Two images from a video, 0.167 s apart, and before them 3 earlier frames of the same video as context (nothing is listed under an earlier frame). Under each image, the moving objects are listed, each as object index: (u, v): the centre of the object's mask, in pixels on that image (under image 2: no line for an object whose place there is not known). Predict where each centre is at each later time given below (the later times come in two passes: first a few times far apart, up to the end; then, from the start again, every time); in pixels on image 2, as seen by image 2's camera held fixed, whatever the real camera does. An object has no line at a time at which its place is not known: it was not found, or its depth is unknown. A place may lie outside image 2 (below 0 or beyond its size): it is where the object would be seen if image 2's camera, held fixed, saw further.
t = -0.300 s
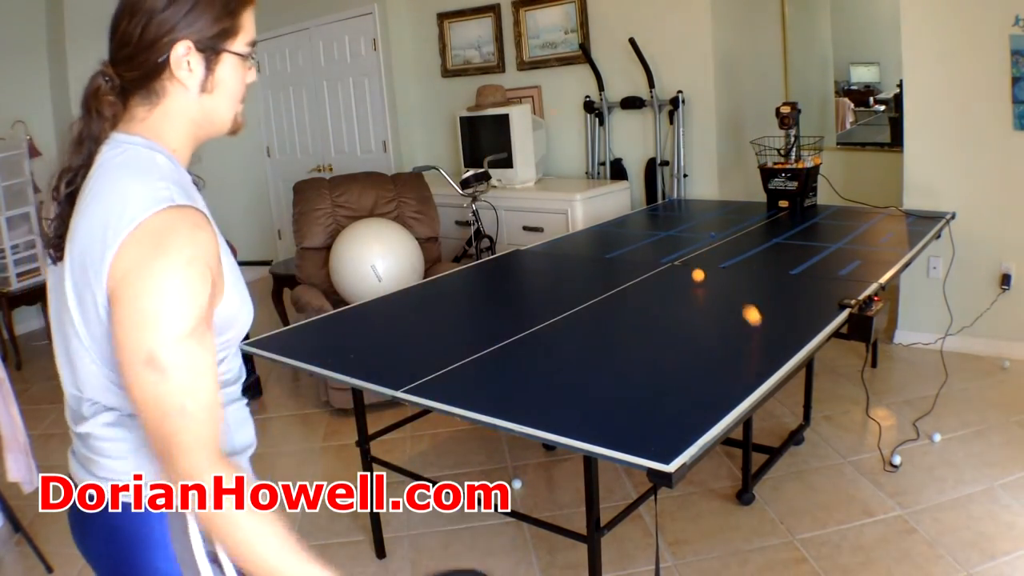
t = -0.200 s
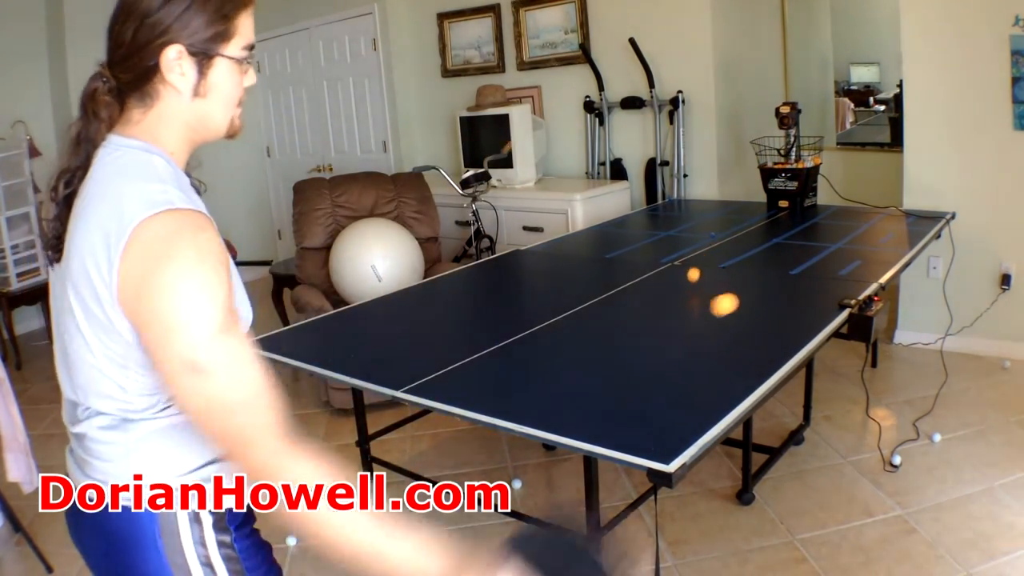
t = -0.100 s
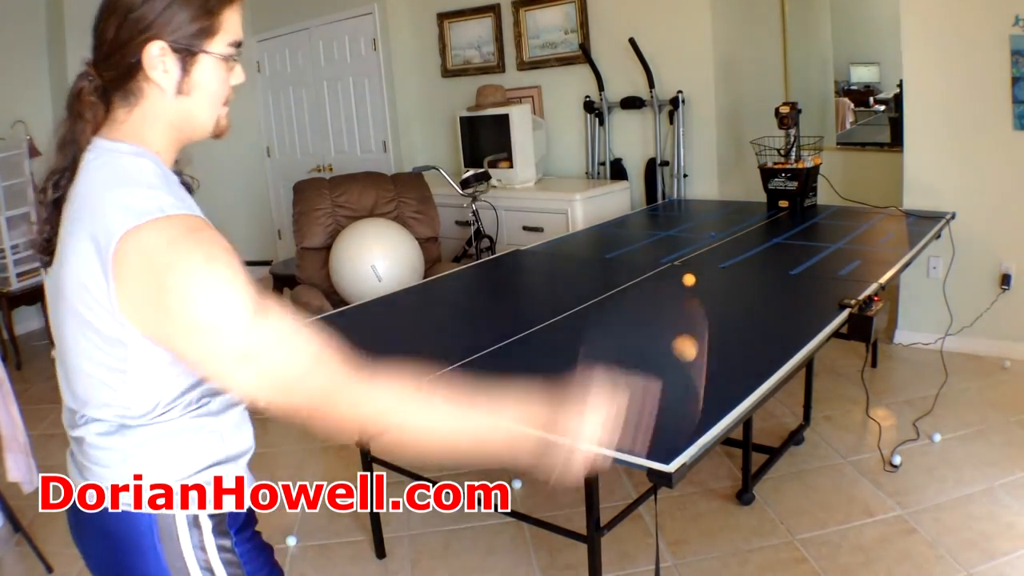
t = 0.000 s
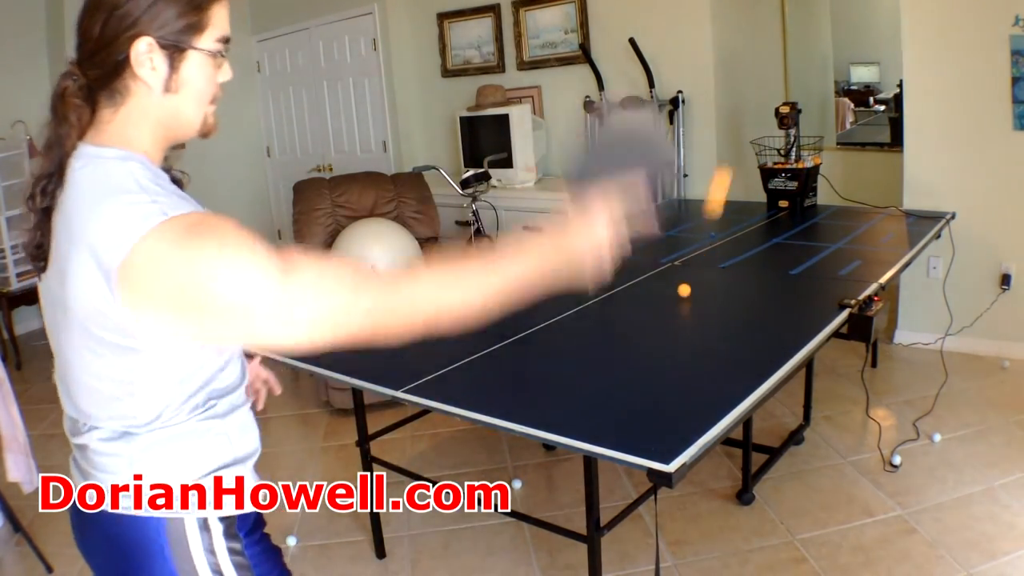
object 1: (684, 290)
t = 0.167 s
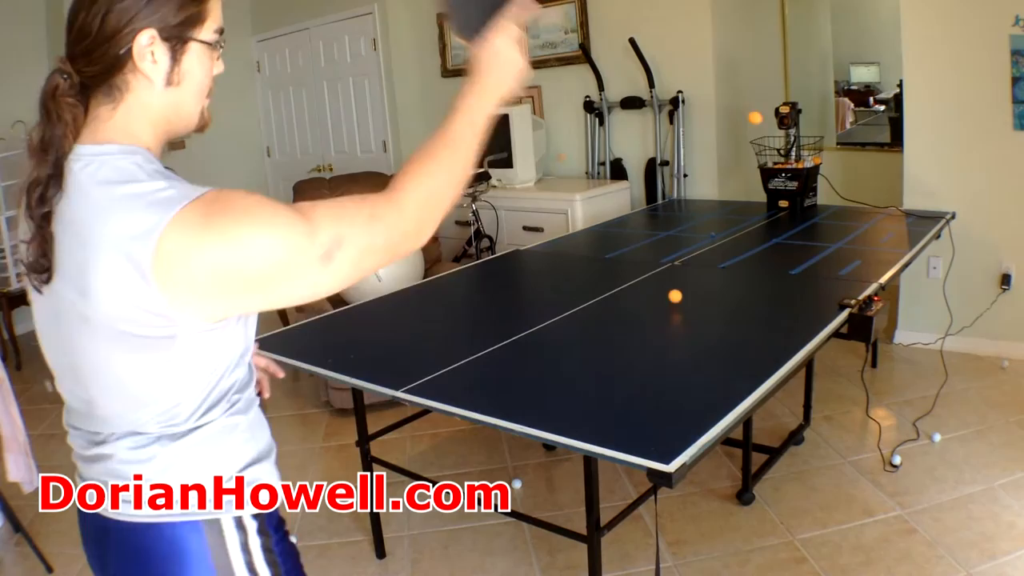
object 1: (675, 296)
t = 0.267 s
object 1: (669, 304)
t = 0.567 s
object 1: (651, 323)
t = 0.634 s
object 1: (646, 328)
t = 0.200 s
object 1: (673, 297)
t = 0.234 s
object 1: (671, 301)
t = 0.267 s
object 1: (669, 304)
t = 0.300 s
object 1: (667, 304)
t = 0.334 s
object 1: (665, 306)
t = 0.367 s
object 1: (664, 311)
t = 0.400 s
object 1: (661, 310)
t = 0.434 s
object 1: (659, 312)
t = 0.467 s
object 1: (657, 317)
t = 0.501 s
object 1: (655, 317)
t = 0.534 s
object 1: (653, 320)
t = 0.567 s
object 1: (651, 323)
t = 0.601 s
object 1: (648, 324)
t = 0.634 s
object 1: (646, 328)
